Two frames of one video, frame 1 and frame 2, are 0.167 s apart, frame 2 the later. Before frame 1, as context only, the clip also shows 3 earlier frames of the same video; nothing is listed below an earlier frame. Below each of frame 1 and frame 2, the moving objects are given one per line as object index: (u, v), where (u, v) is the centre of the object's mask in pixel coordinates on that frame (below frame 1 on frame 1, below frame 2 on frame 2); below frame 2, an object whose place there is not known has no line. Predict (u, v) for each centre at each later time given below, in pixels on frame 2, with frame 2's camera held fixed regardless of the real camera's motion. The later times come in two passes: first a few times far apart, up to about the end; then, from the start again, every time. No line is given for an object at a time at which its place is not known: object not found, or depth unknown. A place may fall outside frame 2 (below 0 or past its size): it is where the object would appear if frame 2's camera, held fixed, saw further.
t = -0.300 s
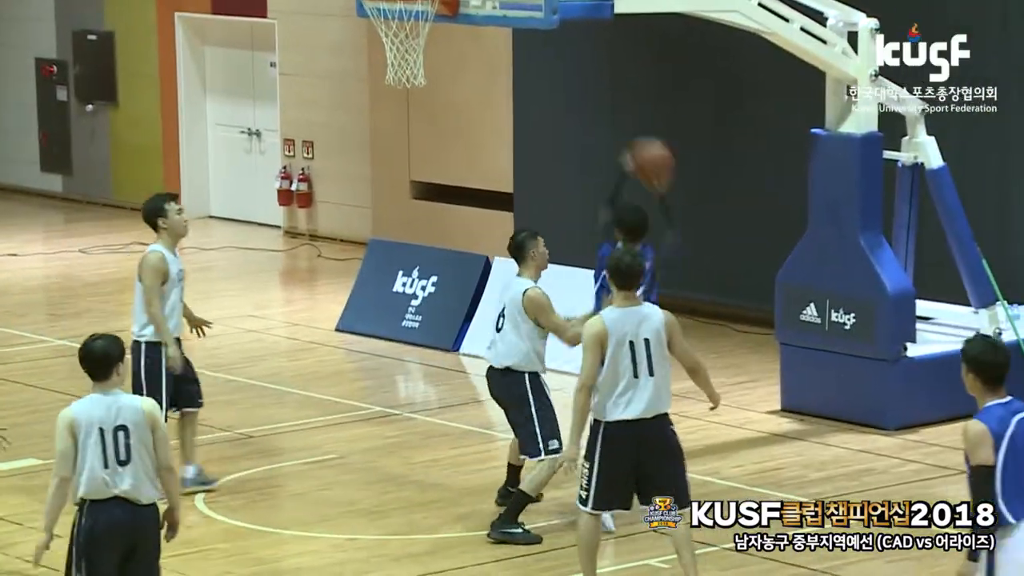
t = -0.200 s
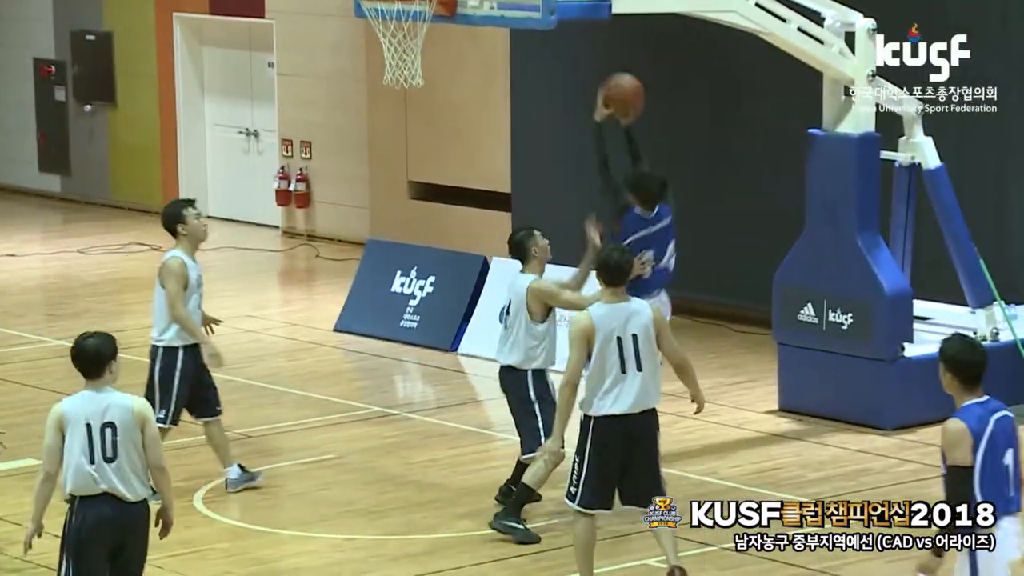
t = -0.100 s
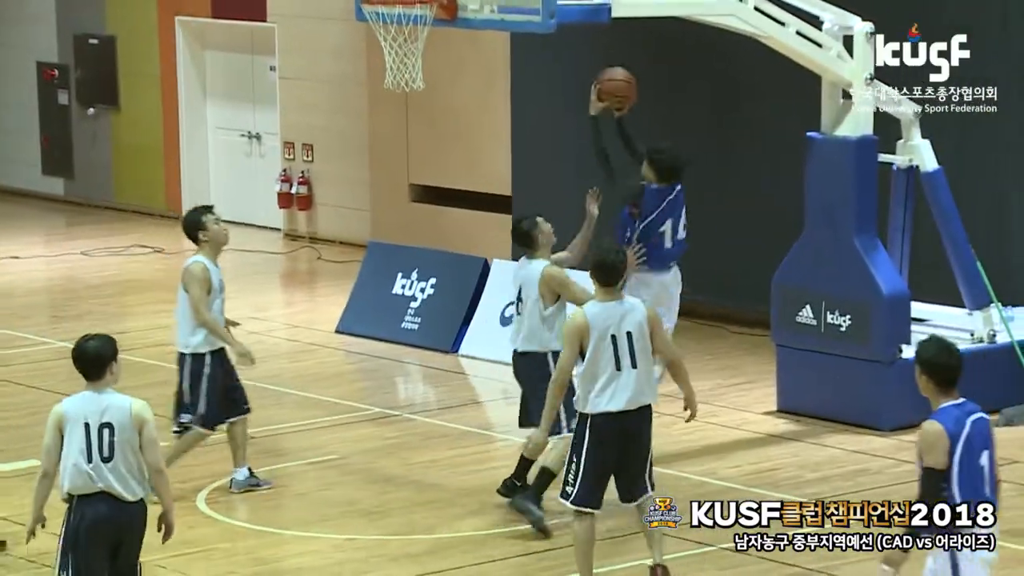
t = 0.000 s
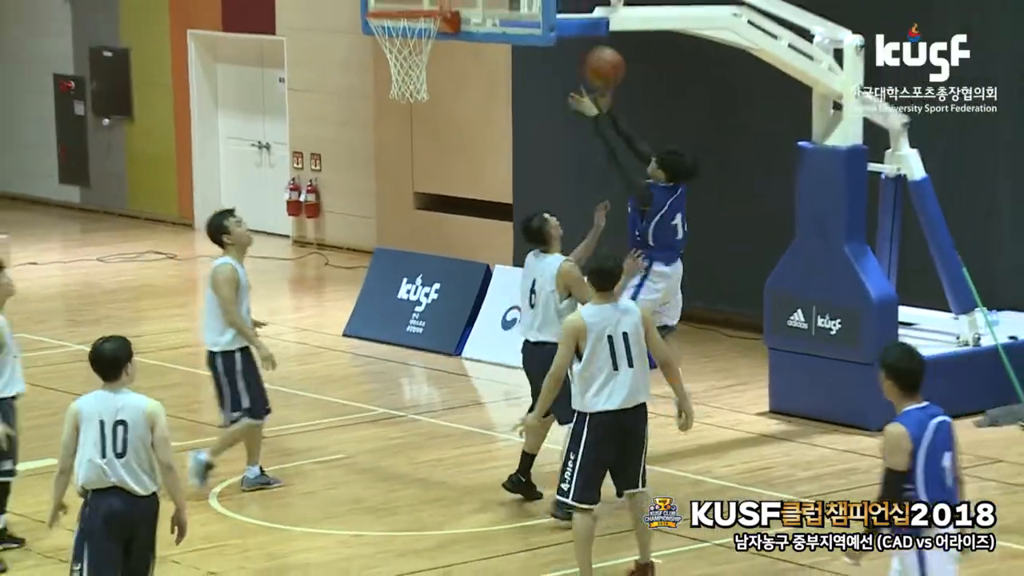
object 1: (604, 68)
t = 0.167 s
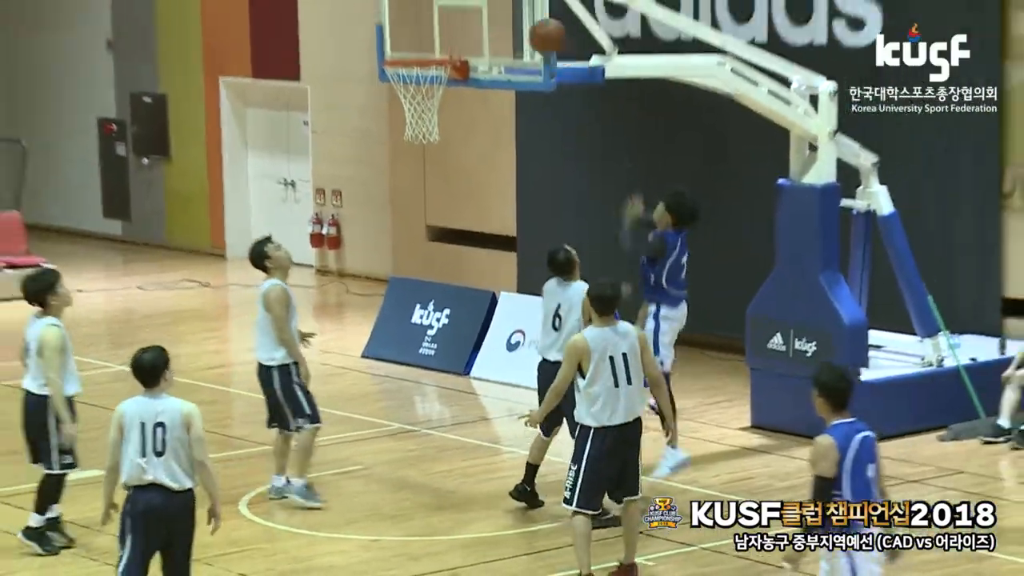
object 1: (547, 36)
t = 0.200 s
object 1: (538, 26)
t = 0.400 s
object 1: (477, 7)
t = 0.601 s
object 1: (419, 40)
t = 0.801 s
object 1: (406, 112)
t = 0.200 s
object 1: (538, 26)
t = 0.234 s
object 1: (528, 17)
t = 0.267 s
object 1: (517, 14)
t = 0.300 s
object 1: (507, 9)
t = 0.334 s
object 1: (496, 8)
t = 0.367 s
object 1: (487, 7)
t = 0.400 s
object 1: (477, 7)
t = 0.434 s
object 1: (467, 7)
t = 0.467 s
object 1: (458, 10)
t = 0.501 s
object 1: (449, 15)
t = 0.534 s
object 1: (438, 22)
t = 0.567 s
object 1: (429, 29)
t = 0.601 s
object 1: (419, 40)
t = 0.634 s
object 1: (411, 49)
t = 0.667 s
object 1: (402, 61)
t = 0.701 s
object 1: (400, 80)
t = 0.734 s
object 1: (400, 91)
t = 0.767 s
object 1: (403, 107)
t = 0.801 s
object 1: (406, 112)
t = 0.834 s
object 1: (409, 131)
